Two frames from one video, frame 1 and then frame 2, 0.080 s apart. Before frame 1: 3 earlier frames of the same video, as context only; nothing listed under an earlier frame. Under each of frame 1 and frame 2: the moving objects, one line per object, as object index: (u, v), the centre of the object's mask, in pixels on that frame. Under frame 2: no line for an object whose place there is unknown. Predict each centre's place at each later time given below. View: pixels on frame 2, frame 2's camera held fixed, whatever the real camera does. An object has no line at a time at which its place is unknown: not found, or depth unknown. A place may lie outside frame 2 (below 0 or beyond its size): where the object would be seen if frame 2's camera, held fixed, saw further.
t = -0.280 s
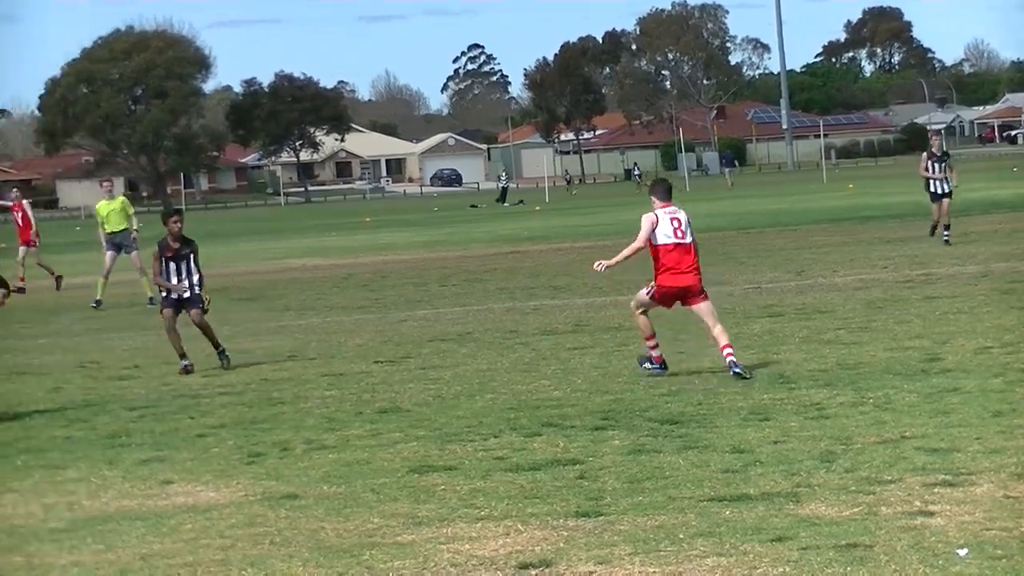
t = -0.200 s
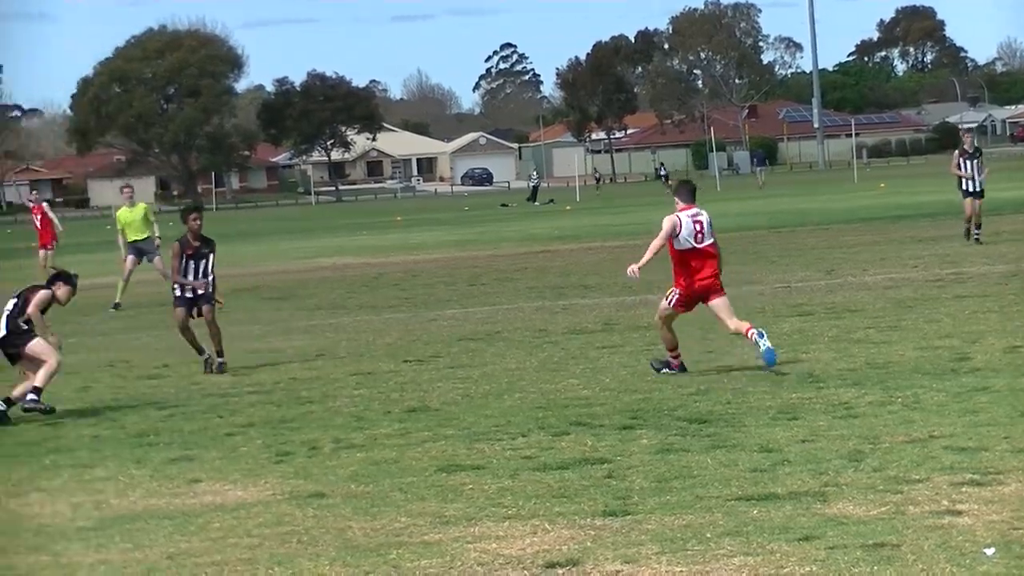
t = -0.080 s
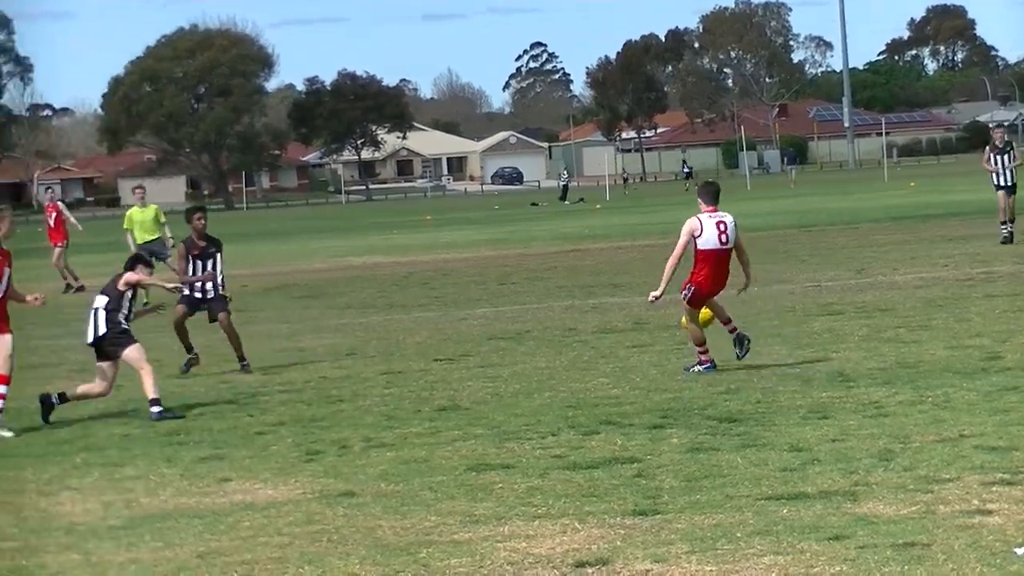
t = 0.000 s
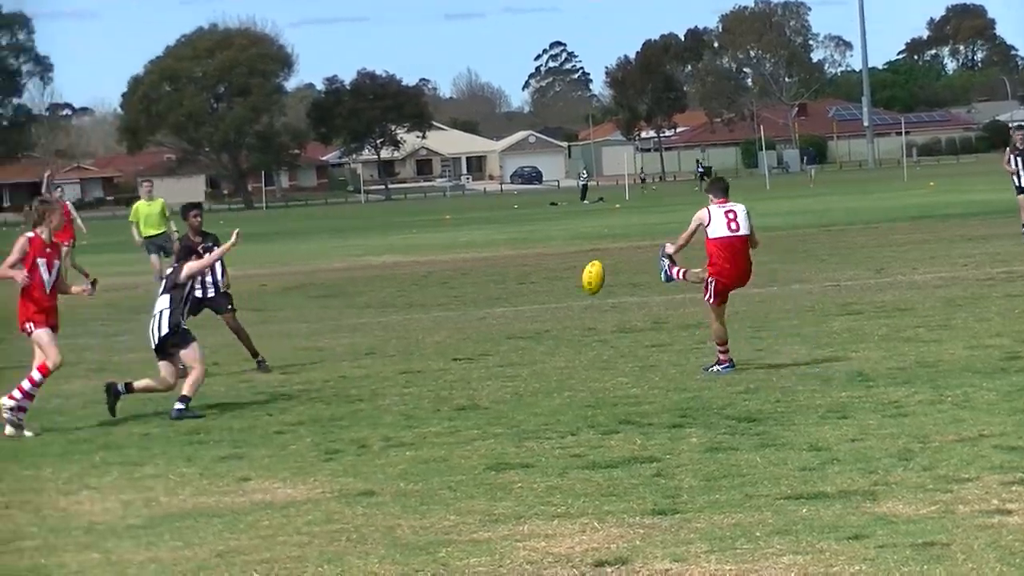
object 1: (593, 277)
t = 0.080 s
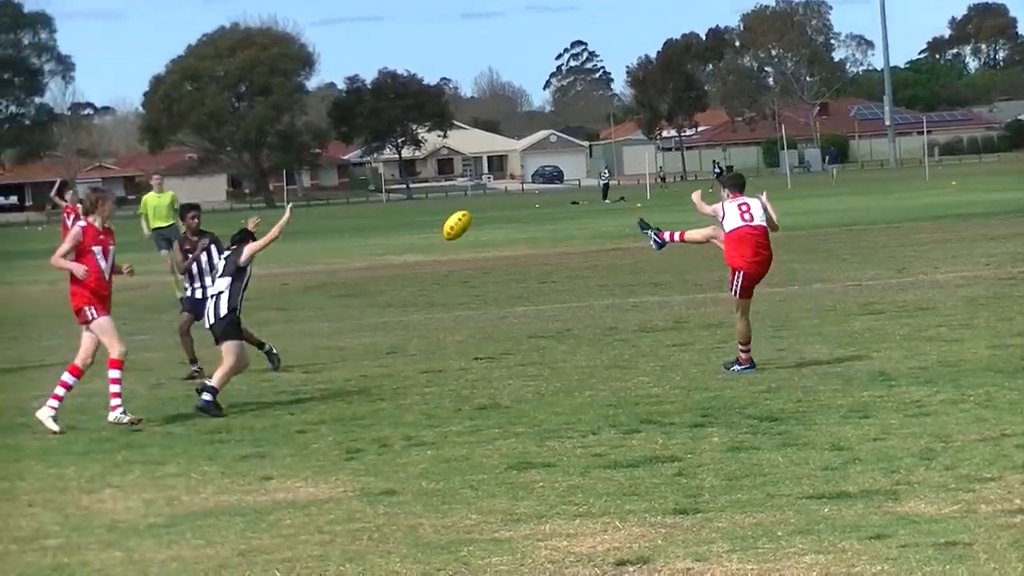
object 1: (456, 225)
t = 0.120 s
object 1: (381, 203)
